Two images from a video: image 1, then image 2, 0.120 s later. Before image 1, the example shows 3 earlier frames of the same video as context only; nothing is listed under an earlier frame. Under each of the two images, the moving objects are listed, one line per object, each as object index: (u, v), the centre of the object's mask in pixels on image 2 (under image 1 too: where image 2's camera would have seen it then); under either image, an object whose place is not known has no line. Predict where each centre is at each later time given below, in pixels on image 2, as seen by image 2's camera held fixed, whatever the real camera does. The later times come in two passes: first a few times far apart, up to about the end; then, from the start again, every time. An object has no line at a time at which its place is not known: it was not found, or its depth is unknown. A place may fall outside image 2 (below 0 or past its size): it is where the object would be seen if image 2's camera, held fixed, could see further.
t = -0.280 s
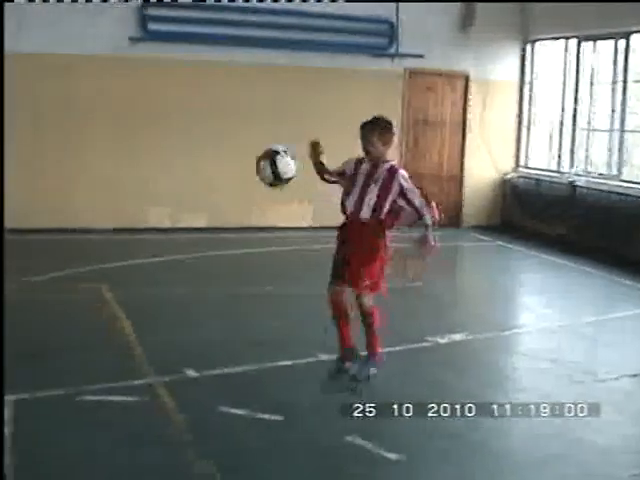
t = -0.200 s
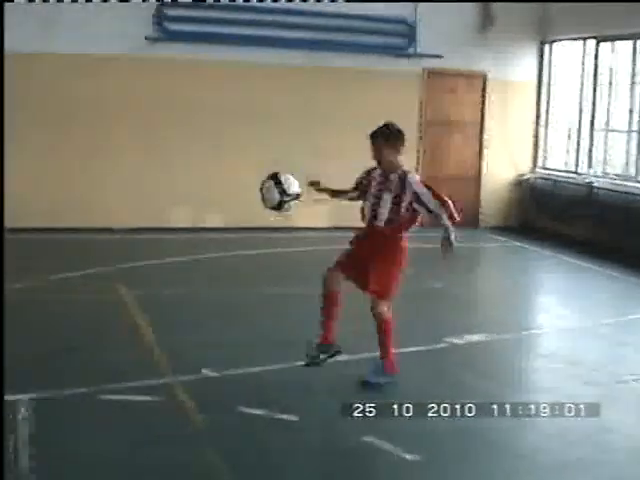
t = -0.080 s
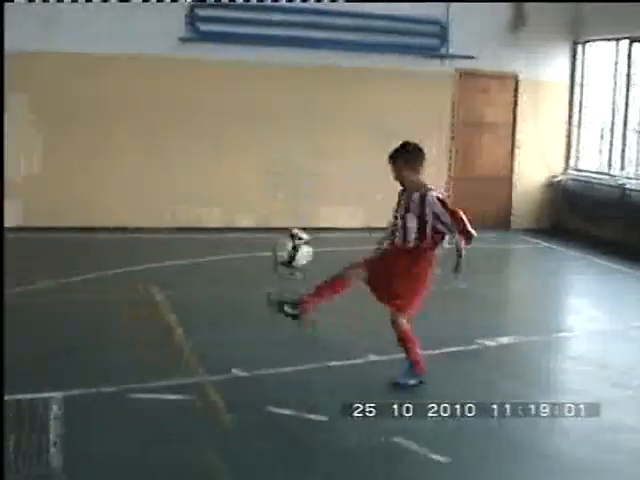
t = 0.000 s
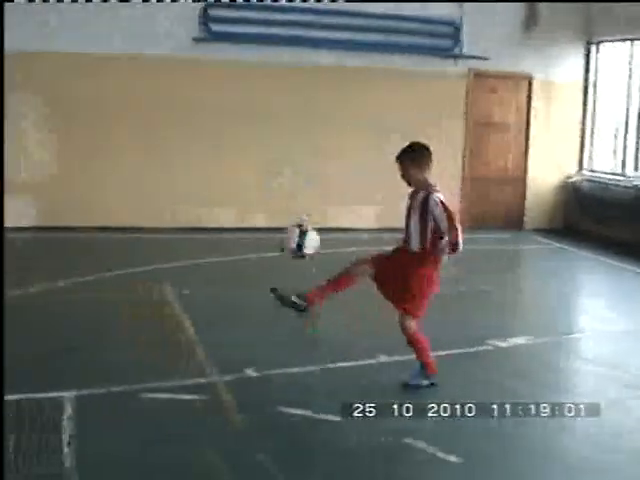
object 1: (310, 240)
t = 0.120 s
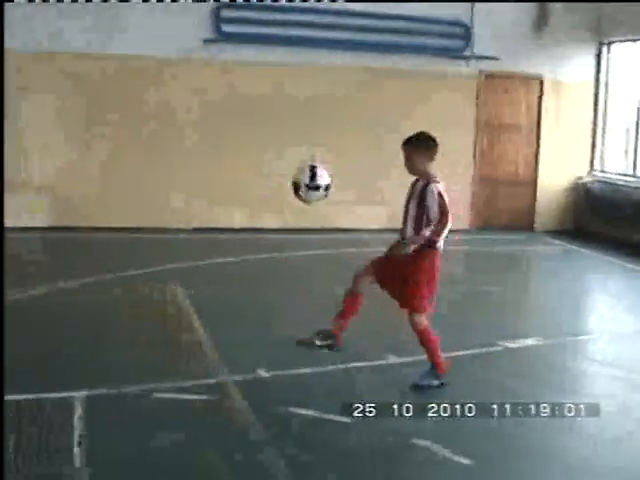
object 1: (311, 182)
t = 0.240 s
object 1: (312, 149)
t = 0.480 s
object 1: (309, 163)
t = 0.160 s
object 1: (311, 167)
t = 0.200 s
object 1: (312, 158)
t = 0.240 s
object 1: (312, 149)
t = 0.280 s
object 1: (313, 145)
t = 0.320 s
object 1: (312, 143)
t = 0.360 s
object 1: (310, 144)
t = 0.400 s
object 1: (310, 147)
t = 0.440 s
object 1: (310, 153)
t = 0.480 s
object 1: (309, 163)
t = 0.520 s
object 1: (308, 173)
